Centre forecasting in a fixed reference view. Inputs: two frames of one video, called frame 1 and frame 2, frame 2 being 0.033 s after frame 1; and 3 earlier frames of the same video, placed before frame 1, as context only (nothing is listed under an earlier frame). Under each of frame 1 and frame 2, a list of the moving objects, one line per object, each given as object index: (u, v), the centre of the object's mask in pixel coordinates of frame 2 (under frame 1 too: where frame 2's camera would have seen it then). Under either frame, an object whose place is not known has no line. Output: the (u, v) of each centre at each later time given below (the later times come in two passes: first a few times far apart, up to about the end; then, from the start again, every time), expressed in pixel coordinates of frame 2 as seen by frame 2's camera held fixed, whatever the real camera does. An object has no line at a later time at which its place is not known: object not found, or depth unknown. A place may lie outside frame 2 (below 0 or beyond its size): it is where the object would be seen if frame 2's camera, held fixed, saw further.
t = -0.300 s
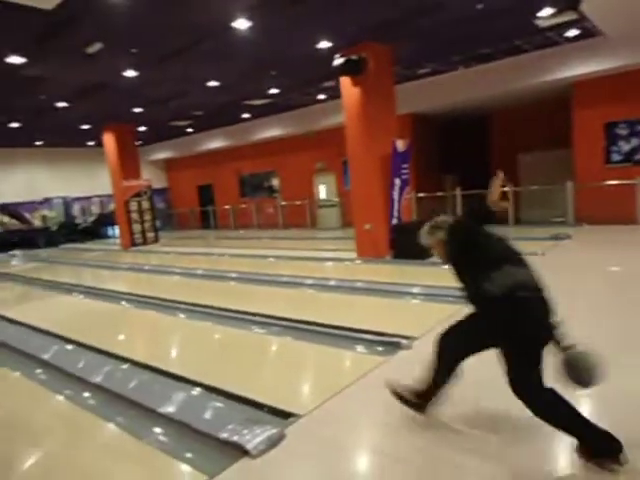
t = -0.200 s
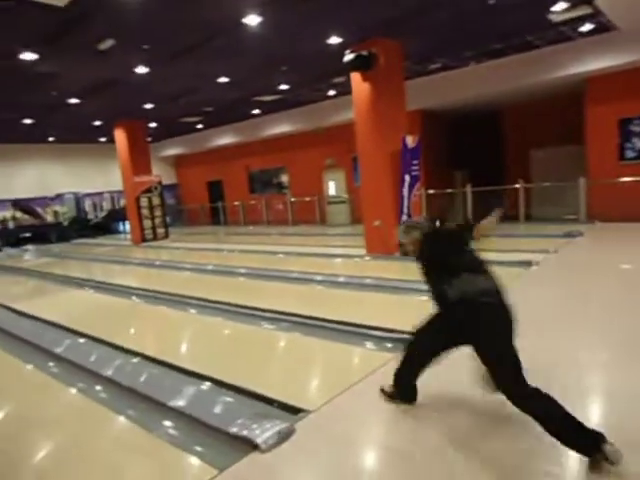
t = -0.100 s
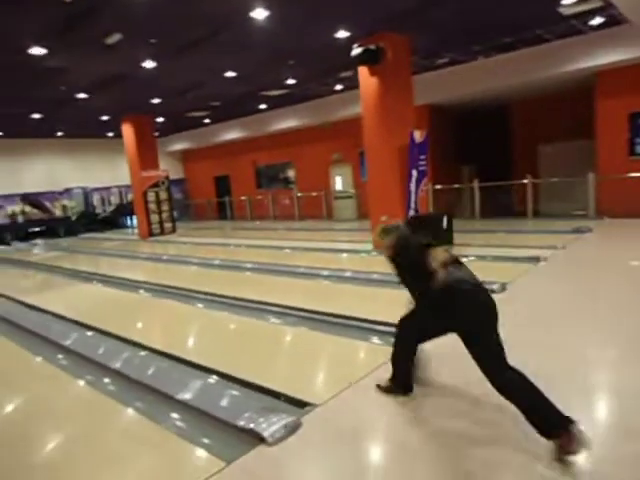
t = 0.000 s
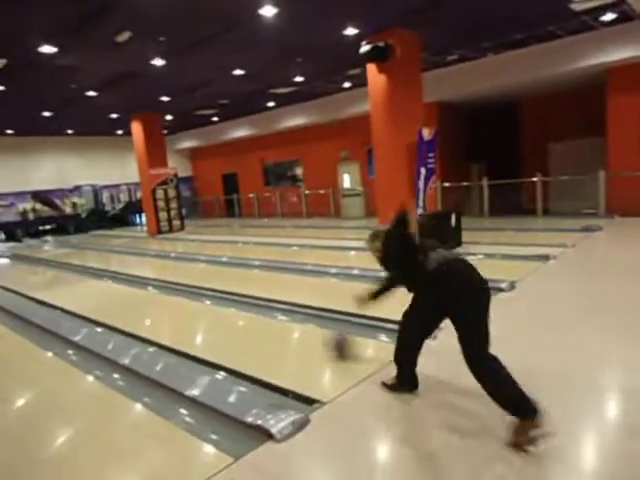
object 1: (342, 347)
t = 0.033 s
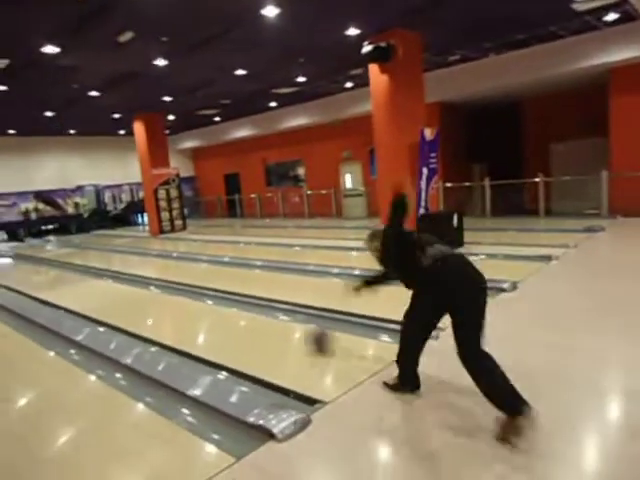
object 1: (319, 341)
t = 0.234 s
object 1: (220, 317)
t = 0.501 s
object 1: (138, 296)
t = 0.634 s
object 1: (109, 288)
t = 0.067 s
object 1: (300, 336)
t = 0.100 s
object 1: (281, 332)
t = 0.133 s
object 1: (265, 328)
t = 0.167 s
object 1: (249, 324)
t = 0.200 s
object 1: (233, 320)
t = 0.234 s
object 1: (220, 317)
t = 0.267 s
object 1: (208, 314)
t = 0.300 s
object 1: (196, 311)
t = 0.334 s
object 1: (185, 309)
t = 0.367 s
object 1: (174, 305)
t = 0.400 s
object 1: (164, 303)
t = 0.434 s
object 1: (155, 300)
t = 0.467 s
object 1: (146, 298)
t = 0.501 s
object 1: (138, 296)
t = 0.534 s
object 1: (130, 294)
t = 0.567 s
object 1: (123, 292)
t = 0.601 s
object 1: (116, 290)
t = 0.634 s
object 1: (109, 288)
